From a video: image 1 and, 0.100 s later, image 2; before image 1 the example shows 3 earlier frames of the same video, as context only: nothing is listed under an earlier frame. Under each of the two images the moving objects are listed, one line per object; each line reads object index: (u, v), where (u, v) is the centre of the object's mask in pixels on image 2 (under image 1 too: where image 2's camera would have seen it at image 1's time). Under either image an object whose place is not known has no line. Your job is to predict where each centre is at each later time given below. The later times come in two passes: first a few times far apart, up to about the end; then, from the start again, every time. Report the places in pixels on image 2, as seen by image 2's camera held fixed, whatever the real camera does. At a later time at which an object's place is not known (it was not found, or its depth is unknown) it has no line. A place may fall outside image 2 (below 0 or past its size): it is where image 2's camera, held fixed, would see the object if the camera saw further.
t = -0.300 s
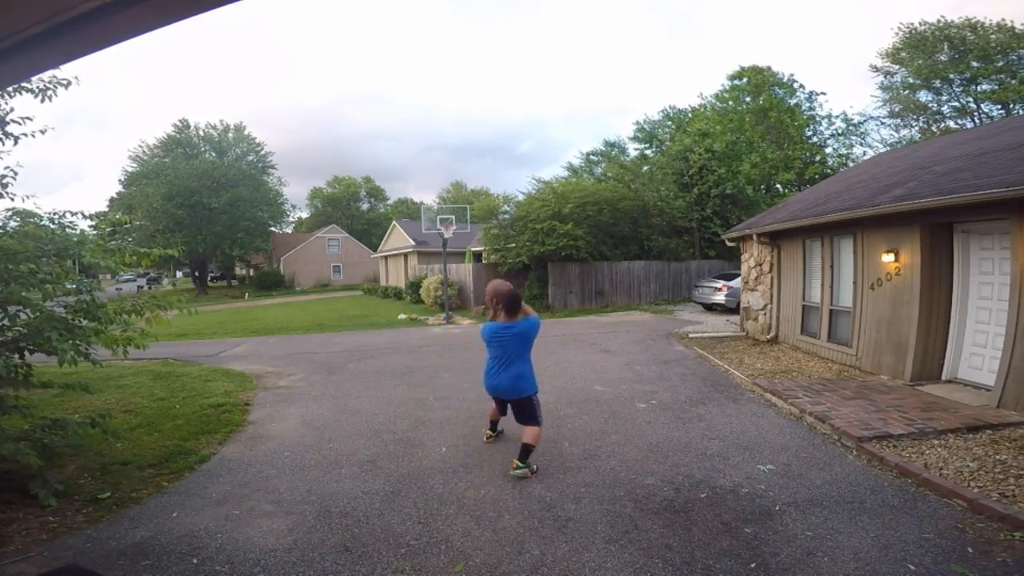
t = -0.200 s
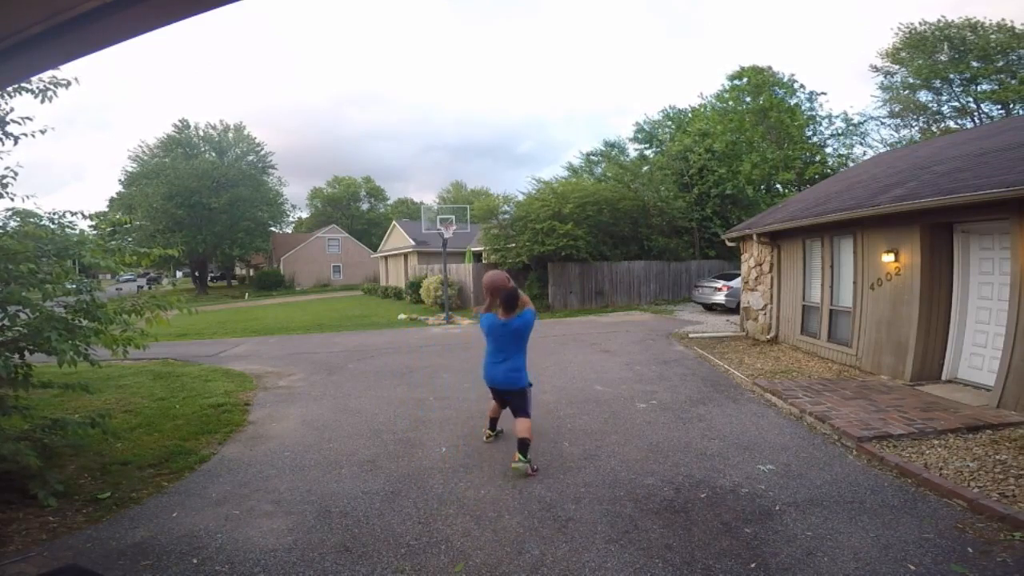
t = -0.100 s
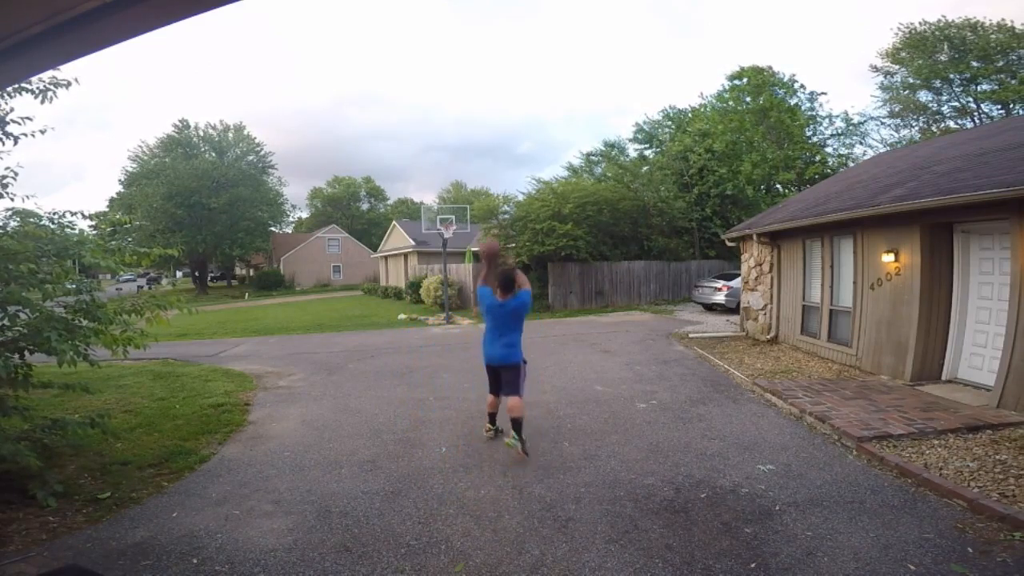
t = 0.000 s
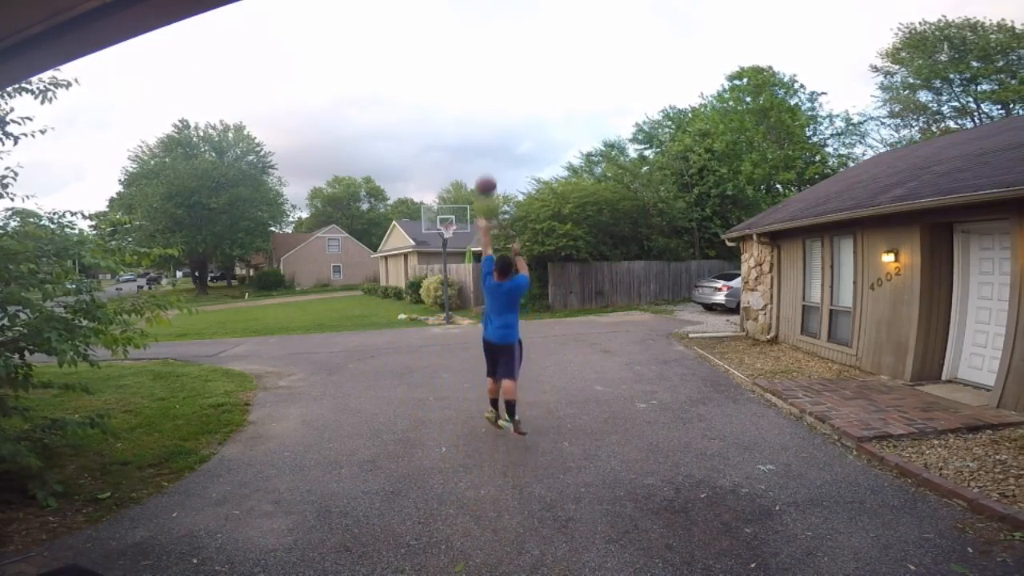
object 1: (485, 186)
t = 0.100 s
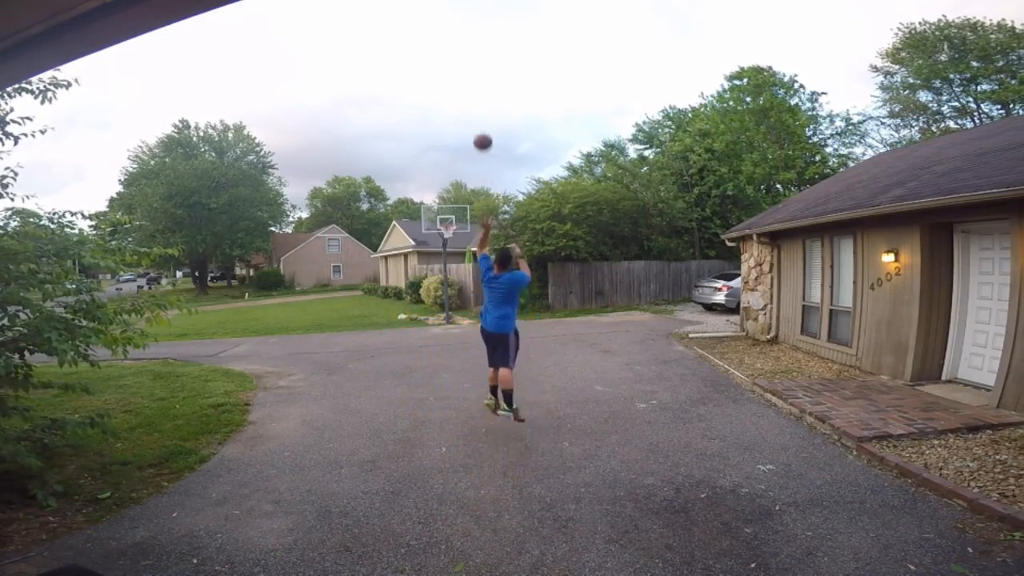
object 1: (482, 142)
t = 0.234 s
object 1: (479, 108)
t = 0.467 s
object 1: (475, 87)
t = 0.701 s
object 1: (472, 93)
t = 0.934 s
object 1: (469, 116)
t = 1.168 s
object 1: (467, 154)
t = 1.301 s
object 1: (466, 181)
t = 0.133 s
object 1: (481, 131)
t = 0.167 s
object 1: (480, 122)
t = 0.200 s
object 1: (480, 114)
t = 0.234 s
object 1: (479, 108)
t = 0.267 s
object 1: (479, 103)
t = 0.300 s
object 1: (478, 98)
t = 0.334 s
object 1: (477, 95)
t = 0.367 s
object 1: (477, 92)
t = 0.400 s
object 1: (476, 89)
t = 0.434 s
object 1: (476, 88)
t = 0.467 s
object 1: (475, 87)
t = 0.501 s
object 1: (475, 86)
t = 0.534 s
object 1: (474, 86)
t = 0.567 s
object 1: (473, 87)
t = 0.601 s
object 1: (473, 88)
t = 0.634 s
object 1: (473, 89)
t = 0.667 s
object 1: (472, 91)
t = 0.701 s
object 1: (472, 93)
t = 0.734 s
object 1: (472, 95)
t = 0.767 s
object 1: (471, 98)
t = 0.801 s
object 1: (471, 101)
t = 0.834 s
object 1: (470, 104)
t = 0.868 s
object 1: (470, 108)
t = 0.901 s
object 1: (470, 112)
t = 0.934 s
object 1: (469, 116)
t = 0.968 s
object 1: (469, 121)
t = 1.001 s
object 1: (468, 126)
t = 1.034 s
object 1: (468, 131)
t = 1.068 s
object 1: (468, 136)
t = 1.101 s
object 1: (468, 142)
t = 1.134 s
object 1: (467, 148)
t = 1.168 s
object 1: (467, 154)
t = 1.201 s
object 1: (467, 160)
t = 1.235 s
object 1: (467, 167)
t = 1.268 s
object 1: (466, 174)
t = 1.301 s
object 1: (466, 181)
